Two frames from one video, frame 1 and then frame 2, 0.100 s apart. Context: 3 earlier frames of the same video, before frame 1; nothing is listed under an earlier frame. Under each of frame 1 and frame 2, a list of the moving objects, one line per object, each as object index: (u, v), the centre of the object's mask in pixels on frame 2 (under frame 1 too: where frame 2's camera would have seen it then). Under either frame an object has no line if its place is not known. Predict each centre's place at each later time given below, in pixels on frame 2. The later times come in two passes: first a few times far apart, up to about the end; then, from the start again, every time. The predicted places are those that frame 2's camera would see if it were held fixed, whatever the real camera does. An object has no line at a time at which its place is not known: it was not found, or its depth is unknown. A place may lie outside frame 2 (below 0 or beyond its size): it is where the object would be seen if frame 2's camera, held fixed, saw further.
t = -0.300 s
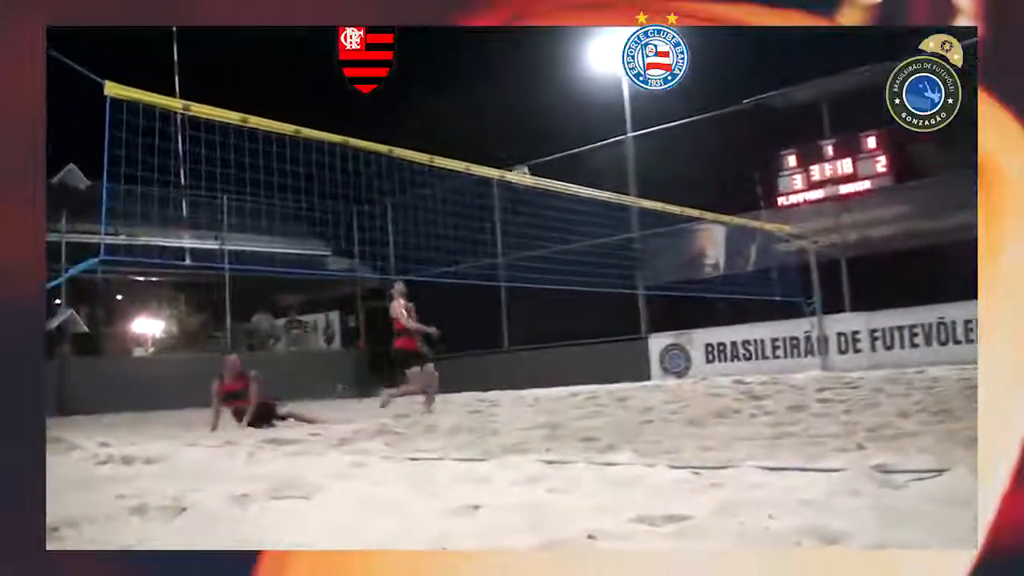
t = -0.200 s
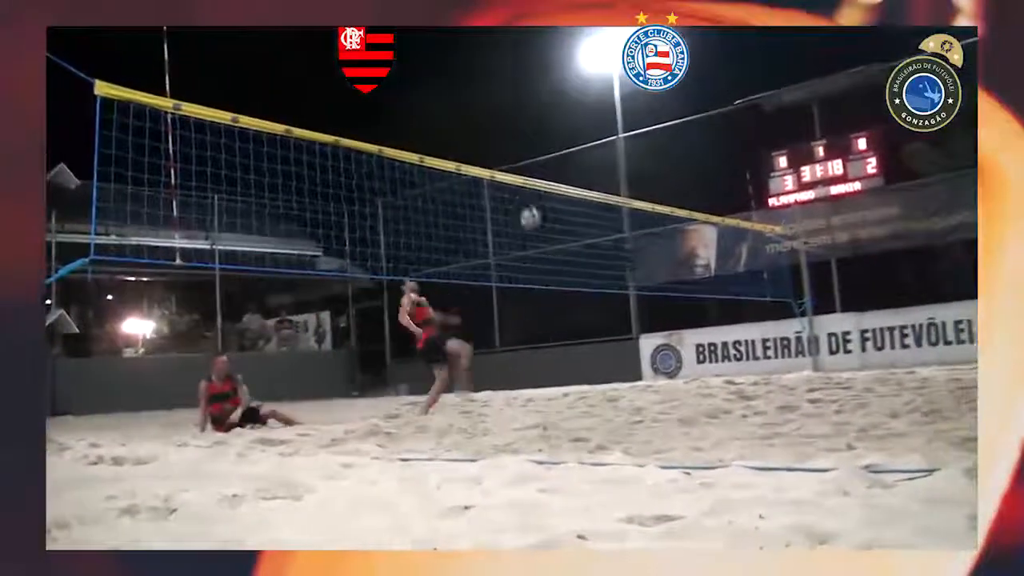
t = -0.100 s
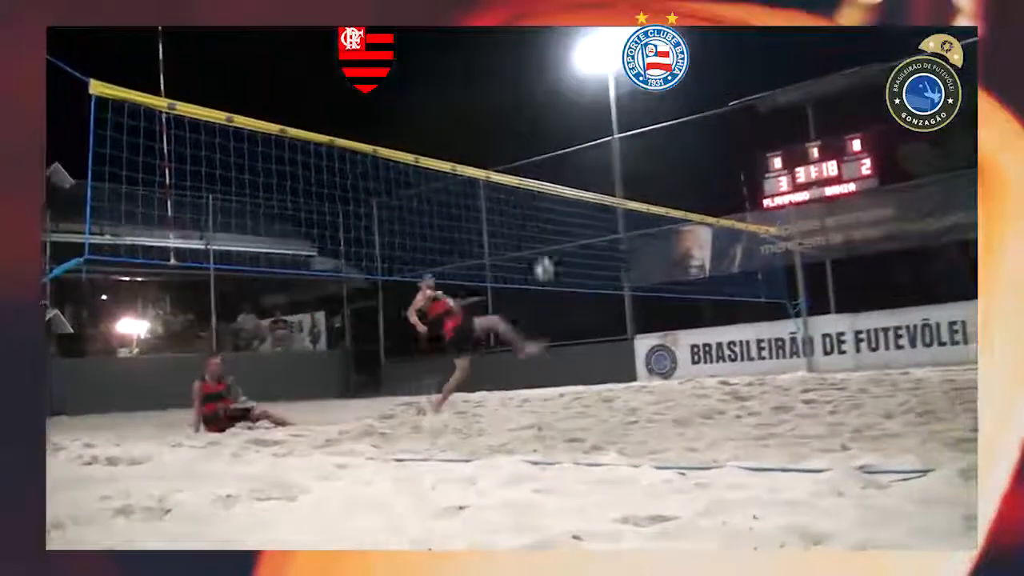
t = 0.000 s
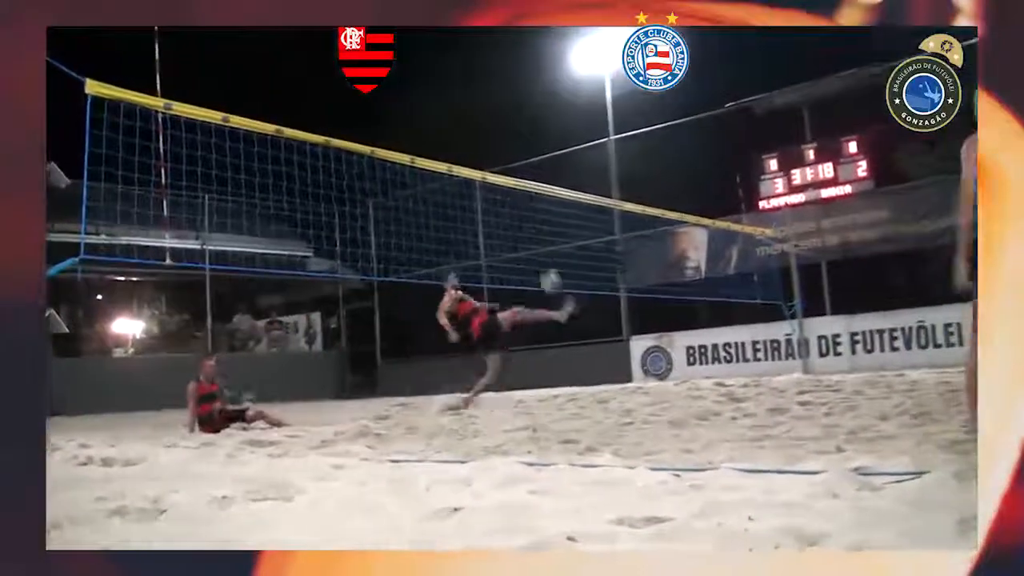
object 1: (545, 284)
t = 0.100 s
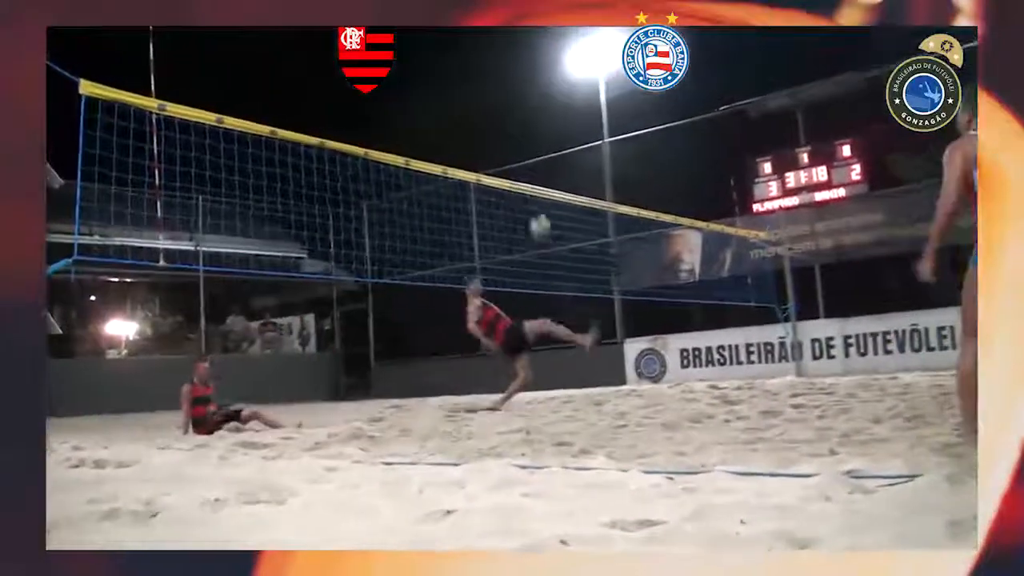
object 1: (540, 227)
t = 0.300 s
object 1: (532, 130)
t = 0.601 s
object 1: (521, 35)
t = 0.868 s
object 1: (516, 19)
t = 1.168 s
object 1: (515, 122)
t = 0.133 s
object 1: (538, 209)
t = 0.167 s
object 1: (535, 199)
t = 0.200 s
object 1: (536, 176)
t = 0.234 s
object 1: (534, 160)
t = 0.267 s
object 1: (533, 144)
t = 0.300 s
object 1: (532, 130)
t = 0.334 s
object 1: (530, 116)
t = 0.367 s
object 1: (529, 104)
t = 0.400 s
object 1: (528, 92)
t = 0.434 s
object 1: (527, 80)
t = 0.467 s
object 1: (526, 70)
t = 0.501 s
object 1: (525, 59)
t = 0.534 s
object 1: (524, 51)
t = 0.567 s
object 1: (522, 43)
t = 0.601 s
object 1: (521, 35)
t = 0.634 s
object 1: (520, 30)
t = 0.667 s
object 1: (520, 24)
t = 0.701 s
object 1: (519, 20)
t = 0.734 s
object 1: (518, 18)
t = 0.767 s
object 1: (517, 17)
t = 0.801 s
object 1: (517, 17)
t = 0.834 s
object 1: (516, 17)
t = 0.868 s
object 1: (516, 19)
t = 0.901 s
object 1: (515, 23)
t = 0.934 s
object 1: (515, 29)
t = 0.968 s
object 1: (514, 36)
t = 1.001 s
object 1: (514, 45)
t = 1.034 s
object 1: (514, 56)
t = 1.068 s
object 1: (514, 68)
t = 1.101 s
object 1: (514, 84)
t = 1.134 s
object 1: (515, 103)
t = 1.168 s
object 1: (515, 122)
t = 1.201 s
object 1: (515, 145)
